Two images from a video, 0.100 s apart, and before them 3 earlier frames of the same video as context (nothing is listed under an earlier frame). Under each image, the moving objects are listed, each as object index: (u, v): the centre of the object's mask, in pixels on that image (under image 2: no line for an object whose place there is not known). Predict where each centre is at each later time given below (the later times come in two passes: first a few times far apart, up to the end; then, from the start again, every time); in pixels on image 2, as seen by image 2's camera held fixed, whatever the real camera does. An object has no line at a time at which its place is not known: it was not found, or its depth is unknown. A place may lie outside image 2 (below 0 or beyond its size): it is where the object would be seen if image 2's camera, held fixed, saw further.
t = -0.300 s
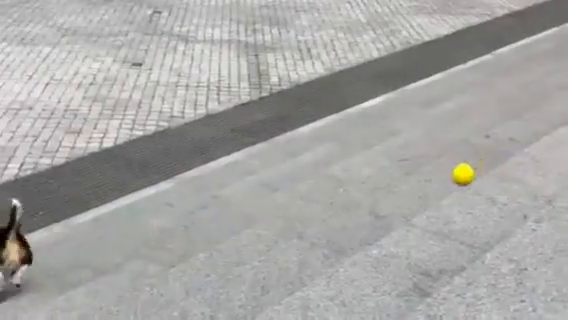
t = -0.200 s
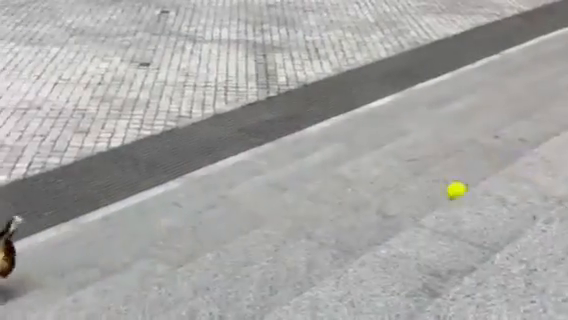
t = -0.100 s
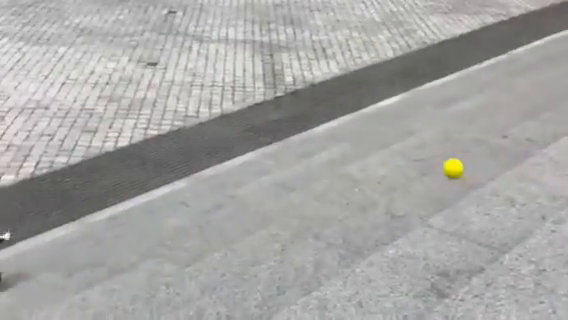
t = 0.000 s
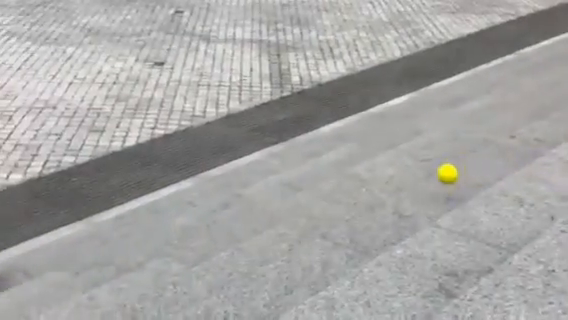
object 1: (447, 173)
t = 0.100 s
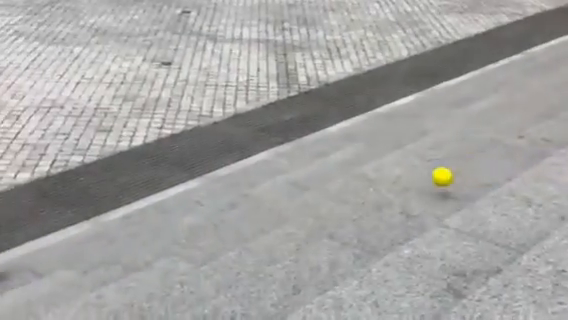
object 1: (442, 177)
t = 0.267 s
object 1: (422, 179)
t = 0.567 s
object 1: (377, 199)
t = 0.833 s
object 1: (340, 191)
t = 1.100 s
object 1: (300, 192)
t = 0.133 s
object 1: (438, 170)
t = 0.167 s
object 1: (434, 167)
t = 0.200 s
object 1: (431, 168)
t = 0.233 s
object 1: (426, 171)
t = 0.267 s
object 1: (422, 179)
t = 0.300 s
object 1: (417, 172)
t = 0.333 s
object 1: (413, 167)
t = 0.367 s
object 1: (409, 165)
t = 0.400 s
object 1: (403, 167)
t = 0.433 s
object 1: (397, 171)
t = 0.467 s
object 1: (393, 179)
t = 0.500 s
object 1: (387, 190)
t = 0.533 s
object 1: (381, 201)
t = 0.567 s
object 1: (377, 199)
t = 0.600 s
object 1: (373, 188)
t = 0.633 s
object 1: (369, 180)
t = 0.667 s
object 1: (364, 175)
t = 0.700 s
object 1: (359, 172)
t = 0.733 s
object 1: (355, 172)
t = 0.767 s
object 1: (350, 175)
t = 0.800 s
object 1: (345, 181)
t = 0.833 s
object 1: (340, 191)
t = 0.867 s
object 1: (336, 185)
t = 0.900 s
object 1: (331, 178)
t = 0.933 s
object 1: (326, 174)
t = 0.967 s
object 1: (322, 172)
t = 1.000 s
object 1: (317, 173)
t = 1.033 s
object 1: (312, 176)
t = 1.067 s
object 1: (306, 183)
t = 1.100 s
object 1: (300, 192)
